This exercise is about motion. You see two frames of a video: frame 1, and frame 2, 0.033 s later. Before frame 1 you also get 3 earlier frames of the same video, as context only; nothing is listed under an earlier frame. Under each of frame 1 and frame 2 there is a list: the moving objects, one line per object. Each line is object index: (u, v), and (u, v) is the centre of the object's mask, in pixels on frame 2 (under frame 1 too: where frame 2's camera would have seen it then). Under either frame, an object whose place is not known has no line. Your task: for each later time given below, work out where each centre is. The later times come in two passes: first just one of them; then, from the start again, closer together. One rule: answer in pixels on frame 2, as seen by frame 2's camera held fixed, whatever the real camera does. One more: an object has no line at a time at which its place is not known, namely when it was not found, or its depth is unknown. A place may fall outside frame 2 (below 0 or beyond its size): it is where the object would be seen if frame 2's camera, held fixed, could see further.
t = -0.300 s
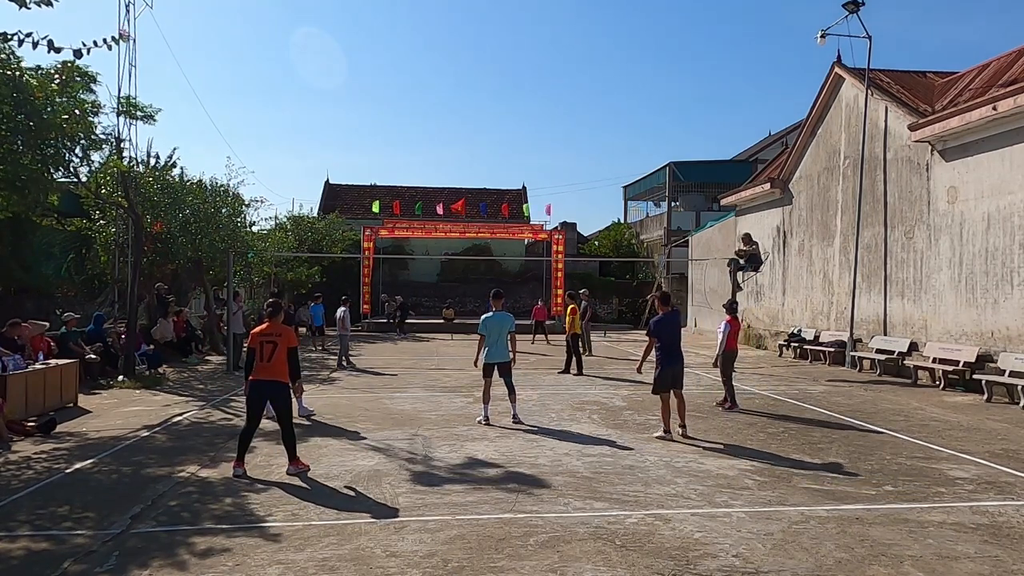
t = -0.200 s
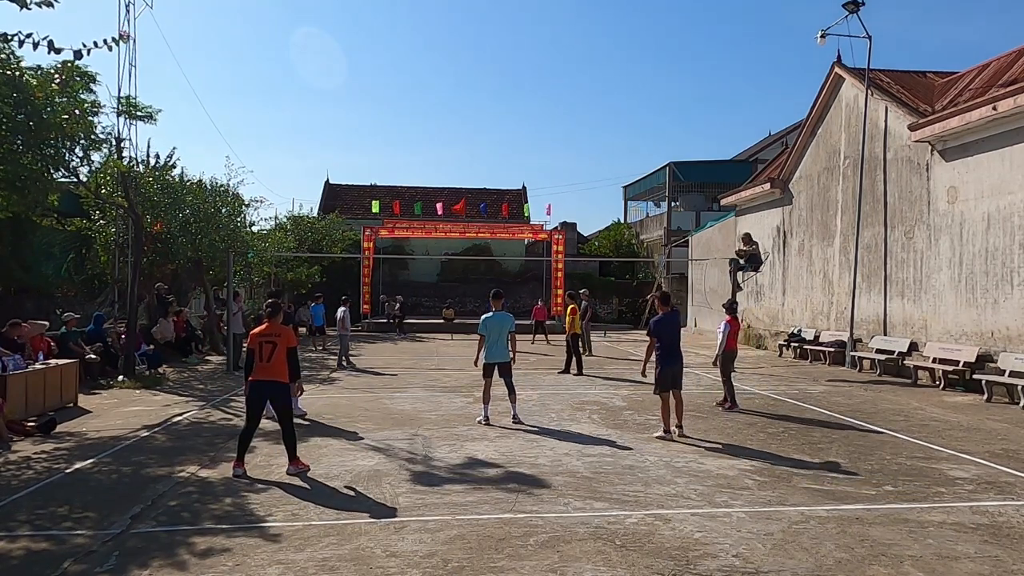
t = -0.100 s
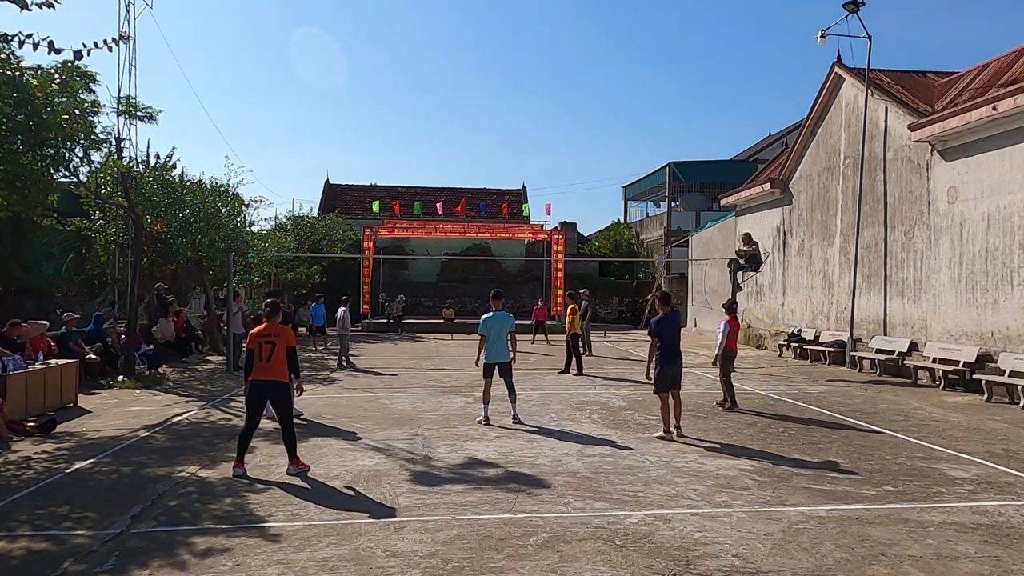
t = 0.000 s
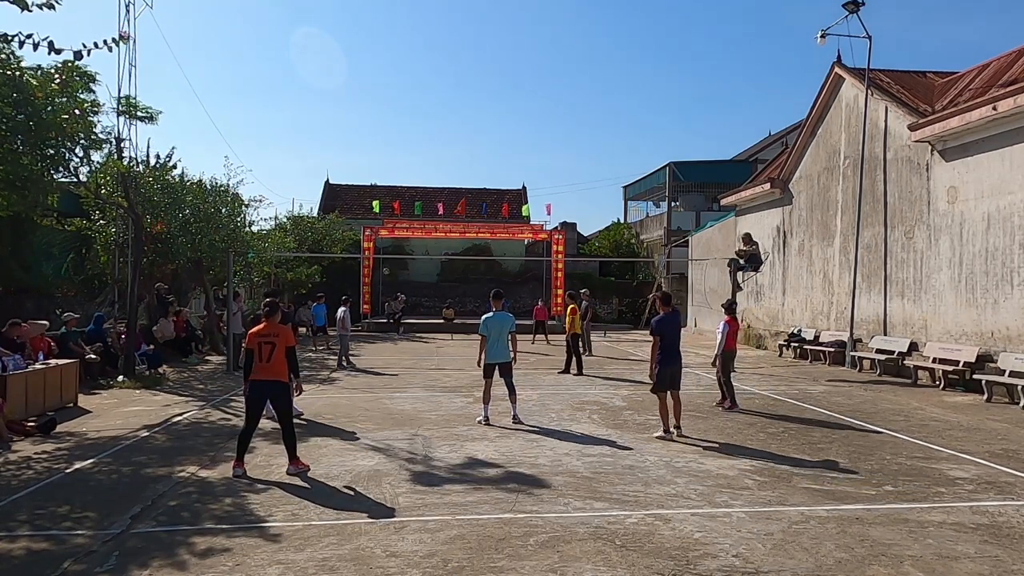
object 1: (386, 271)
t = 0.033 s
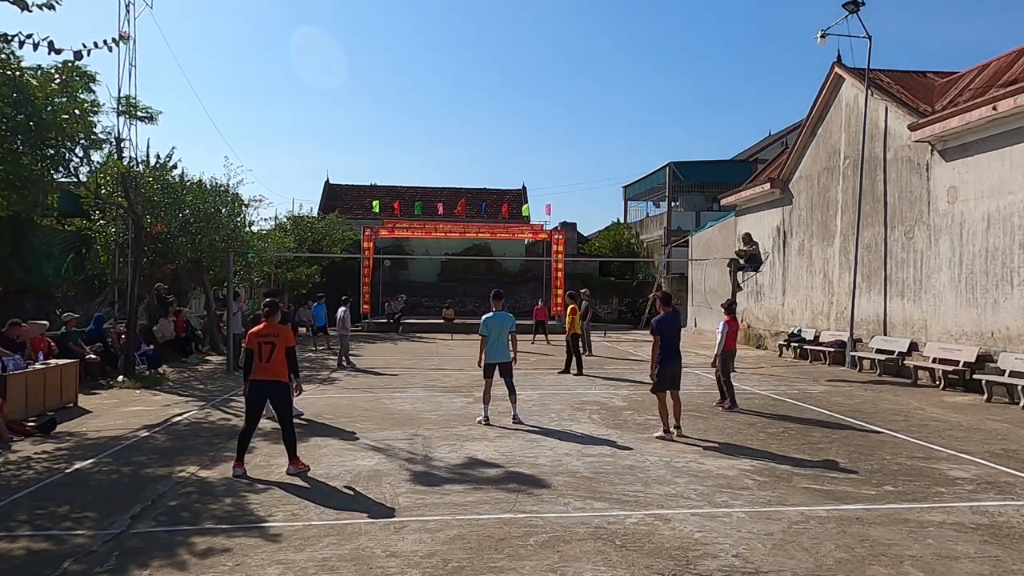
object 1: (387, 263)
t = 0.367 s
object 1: (403, 190)
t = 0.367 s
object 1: (403, 190)
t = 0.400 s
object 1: (406, 185)
